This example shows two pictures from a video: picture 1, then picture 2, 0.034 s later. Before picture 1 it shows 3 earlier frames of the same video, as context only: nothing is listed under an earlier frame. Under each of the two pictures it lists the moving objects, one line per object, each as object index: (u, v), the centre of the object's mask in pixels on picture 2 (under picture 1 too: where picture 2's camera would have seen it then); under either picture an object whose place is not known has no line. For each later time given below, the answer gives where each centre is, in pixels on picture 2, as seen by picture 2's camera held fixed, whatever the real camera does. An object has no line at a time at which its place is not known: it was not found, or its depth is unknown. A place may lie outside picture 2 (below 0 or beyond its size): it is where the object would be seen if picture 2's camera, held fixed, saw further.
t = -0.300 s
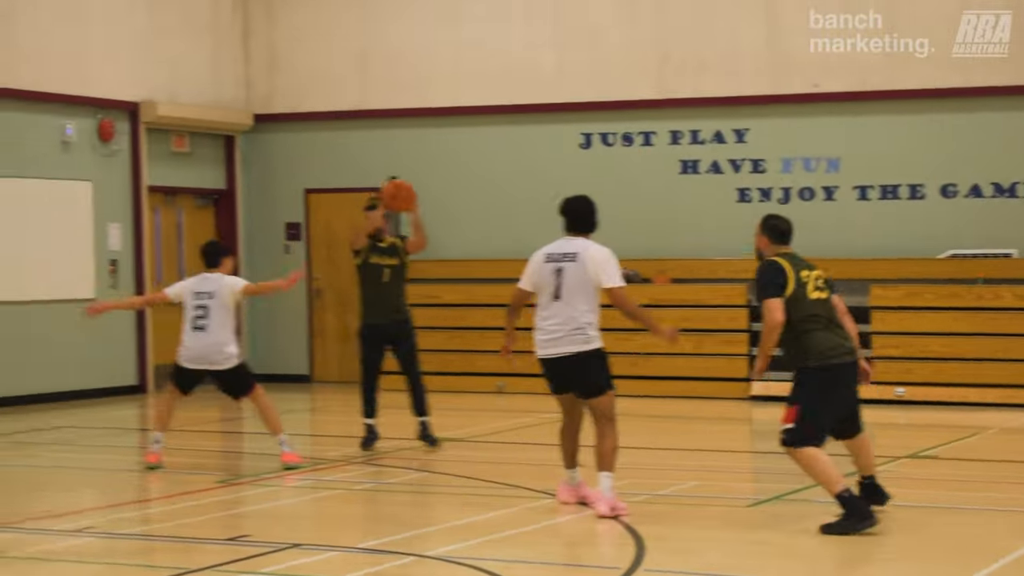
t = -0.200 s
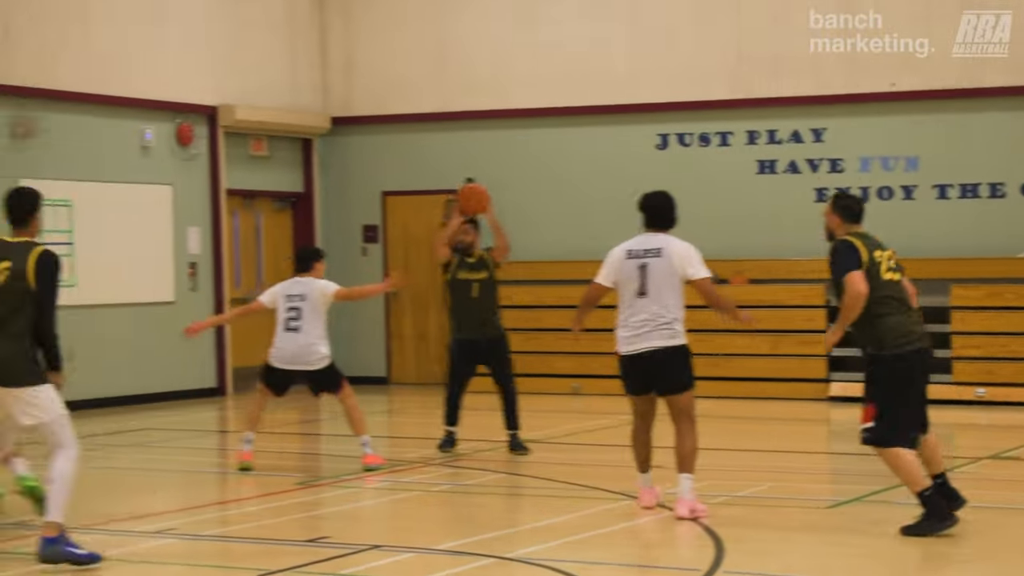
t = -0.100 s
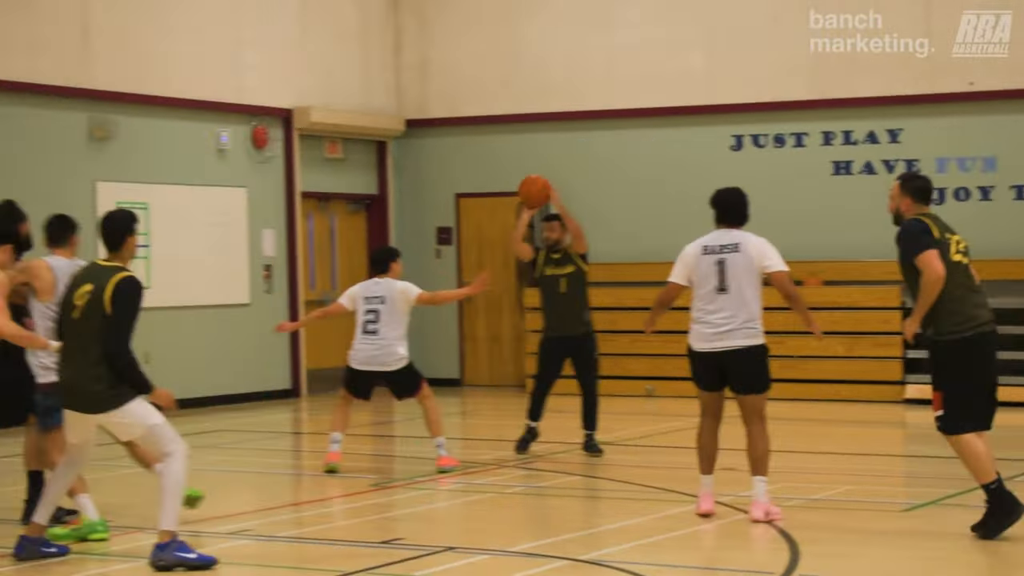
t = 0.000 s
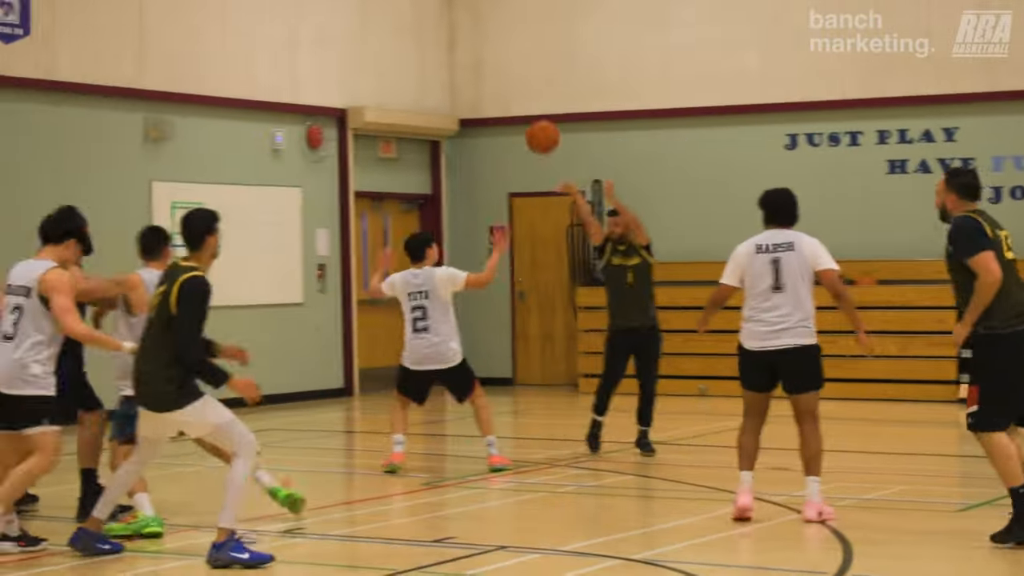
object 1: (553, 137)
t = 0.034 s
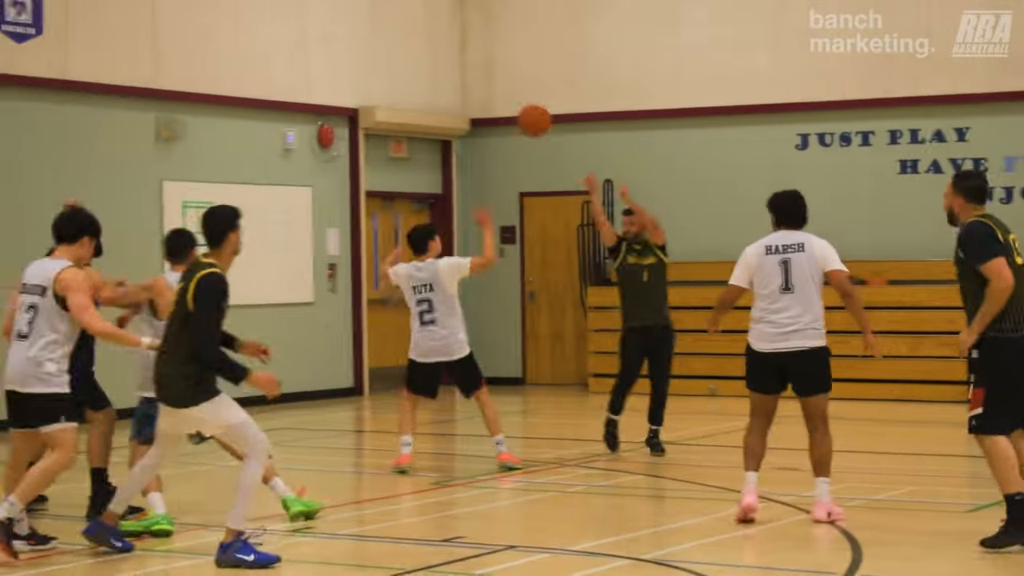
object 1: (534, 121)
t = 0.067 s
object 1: (515, 105)
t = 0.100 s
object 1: (496, 90)
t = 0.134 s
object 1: (476, 77)
